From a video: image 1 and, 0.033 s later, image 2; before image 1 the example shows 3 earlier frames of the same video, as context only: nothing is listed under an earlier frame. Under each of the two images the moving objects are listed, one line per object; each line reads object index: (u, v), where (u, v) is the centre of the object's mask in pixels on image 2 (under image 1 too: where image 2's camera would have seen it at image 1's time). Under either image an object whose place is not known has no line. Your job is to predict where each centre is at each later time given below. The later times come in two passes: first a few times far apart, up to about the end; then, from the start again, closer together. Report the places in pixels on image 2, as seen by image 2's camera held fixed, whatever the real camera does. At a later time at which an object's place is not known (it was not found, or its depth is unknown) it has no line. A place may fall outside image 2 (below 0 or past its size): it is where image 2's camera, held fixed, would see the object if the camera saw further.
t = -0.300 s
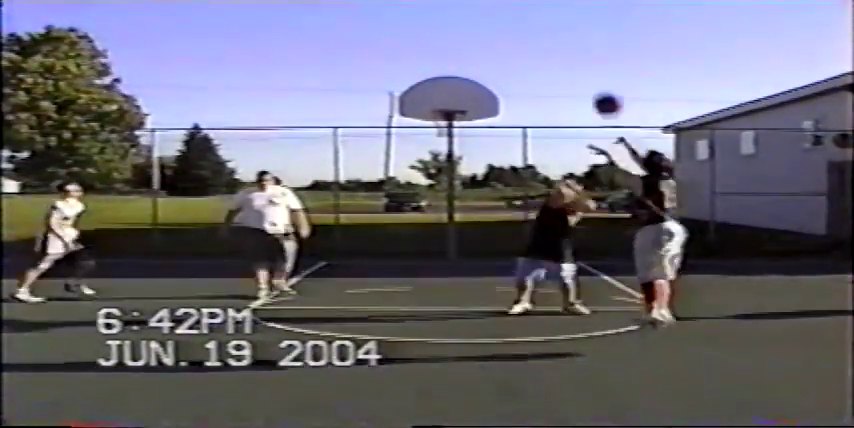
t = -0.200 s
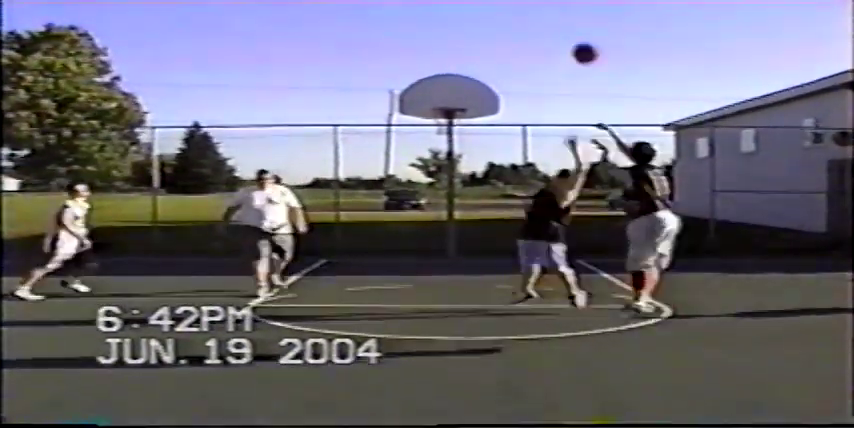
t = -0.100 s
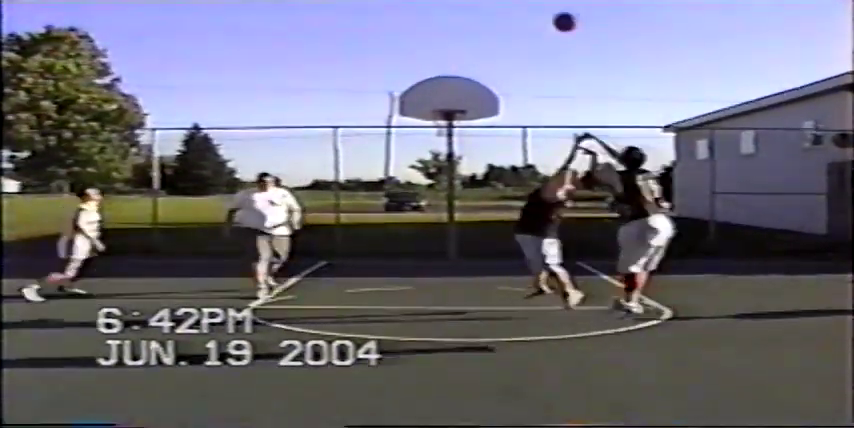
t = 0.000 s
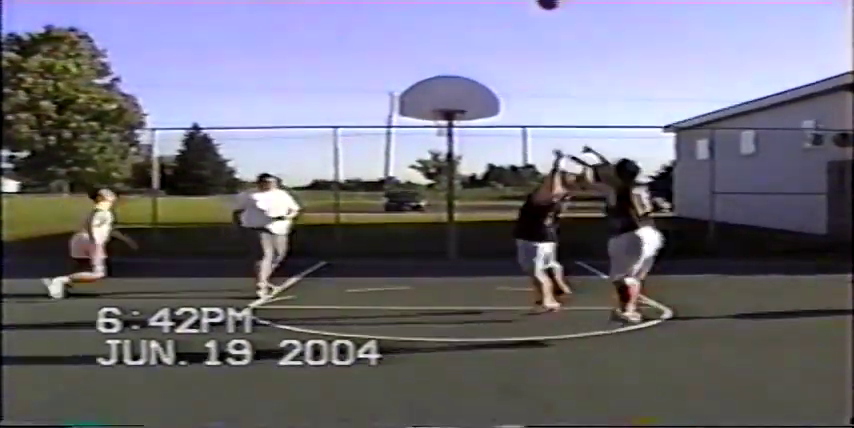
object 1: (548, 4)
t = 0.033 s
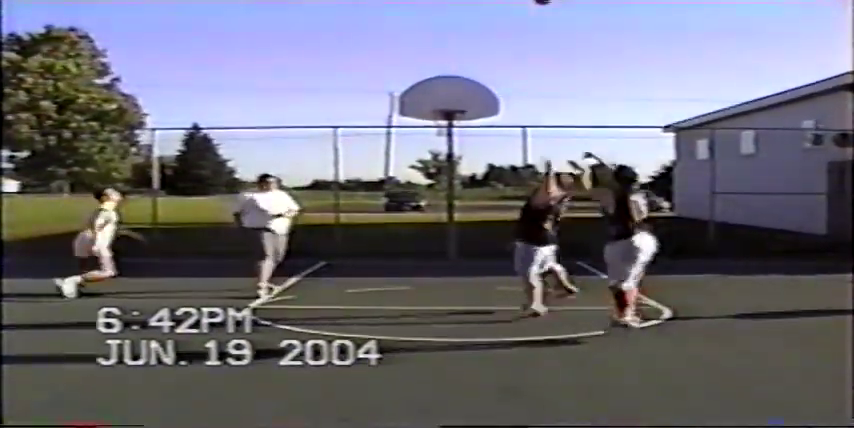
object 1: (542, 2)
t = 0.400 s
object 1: (496, 1)
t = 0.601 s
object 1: (477, 26)
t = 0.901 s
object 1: (456, 100)
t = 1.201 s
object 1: (436, 98)
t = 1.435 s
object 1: (415, 123)
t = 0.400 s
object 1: (496, 1)
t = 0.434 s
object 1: (492, 3)
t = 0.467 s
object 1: (490, 5)
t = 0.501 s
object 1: (486, 9)
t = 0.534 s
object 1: (483, 14)
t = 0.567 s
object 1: (480, 20)
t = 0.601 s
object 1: (477, 26)
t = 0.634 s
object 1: (475, 33)
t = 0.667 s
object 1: (472, 40)
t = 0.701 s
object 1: (470, 47)
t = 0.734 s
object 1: (467, 55)
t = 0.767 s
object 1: (465, 63)
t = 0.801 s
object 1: (462, 72)
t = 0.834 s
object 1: (459, 81)
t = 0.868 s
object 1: (458, 90)
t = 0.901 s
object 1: (456, 100)
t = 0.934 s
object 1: (455, 106)
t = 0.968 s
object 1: (452, 104)
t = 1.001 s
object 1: (451, 101)
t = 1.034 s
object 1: (448, 100)
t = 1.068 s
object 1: (446, 98)
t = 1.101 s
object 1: (443, 97)
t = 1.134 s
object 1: (441, 97)
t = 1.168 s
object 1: (438, 97)
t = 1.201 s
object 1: (436, 98)
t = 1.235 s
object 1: (433, 100)
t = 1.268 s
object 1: (430, 102)
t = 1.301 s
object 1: (428, 105)
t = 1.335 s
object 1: (426, 108)
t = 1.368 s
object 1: (424, 112)
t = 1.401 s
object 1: (419, 117)
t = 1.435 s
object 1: (415, 123)
